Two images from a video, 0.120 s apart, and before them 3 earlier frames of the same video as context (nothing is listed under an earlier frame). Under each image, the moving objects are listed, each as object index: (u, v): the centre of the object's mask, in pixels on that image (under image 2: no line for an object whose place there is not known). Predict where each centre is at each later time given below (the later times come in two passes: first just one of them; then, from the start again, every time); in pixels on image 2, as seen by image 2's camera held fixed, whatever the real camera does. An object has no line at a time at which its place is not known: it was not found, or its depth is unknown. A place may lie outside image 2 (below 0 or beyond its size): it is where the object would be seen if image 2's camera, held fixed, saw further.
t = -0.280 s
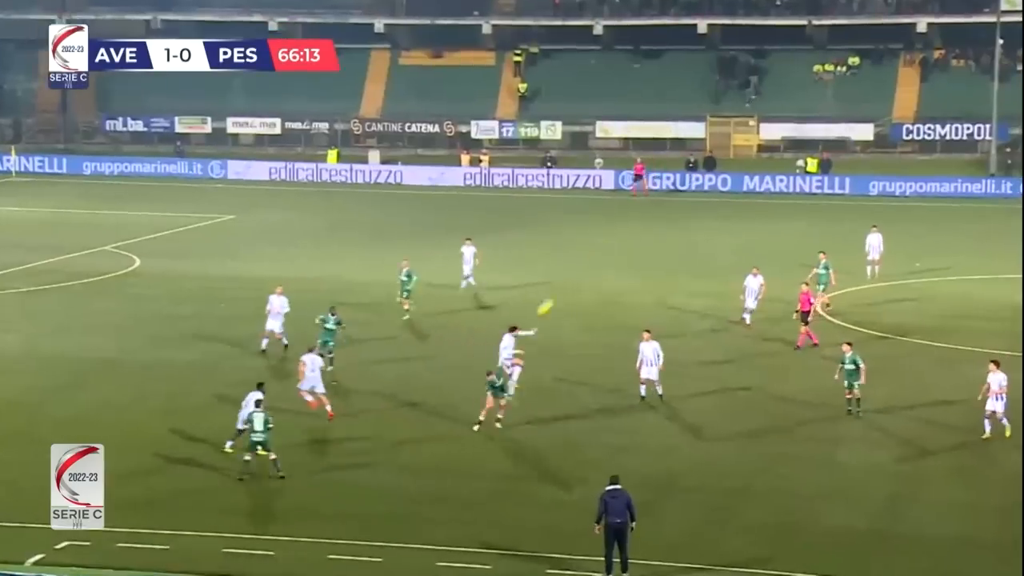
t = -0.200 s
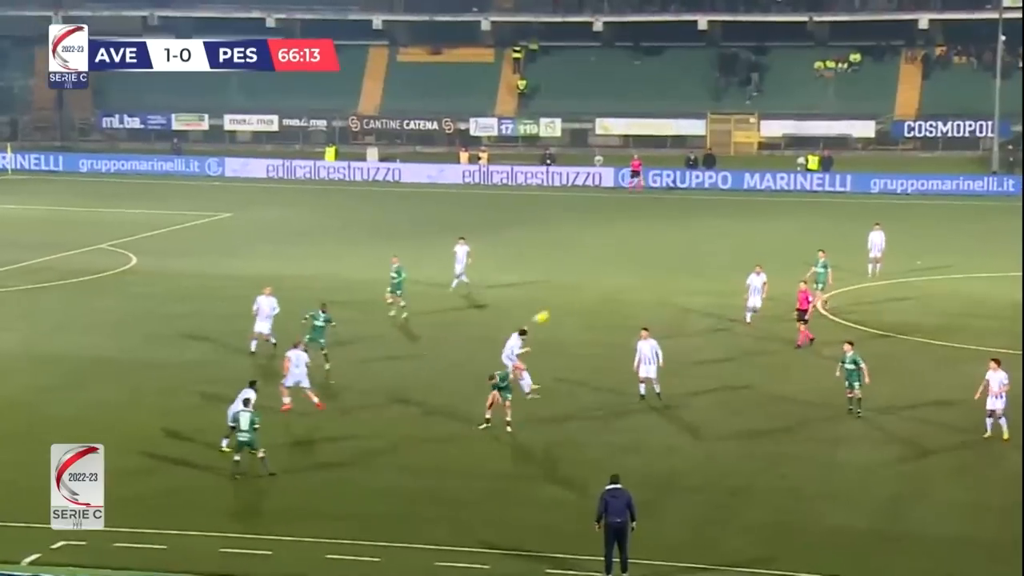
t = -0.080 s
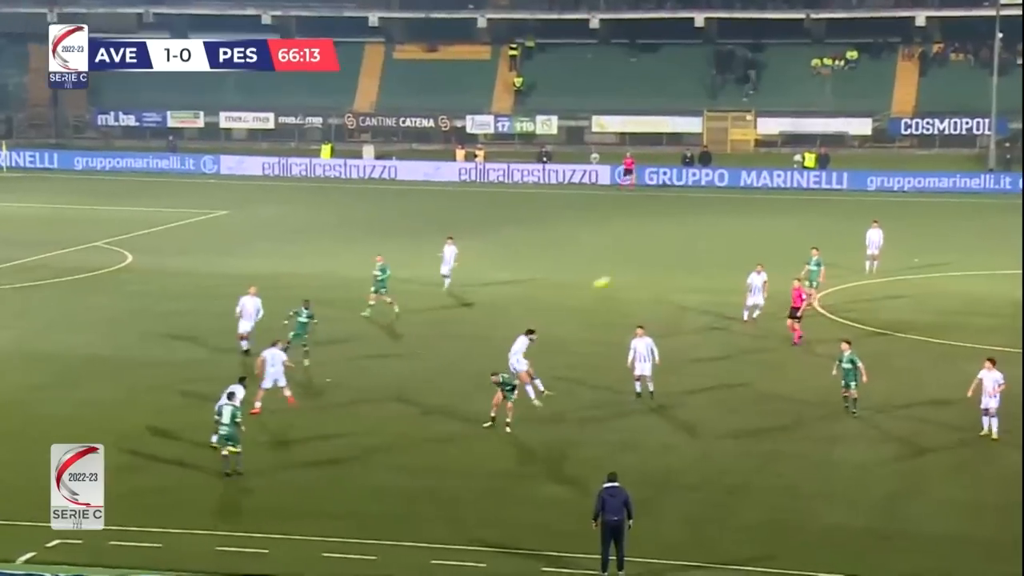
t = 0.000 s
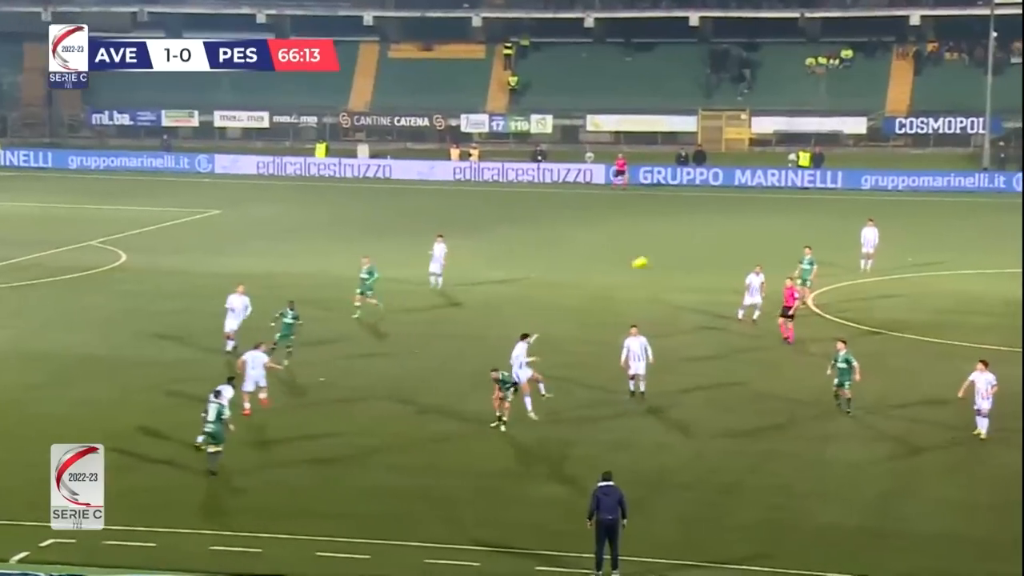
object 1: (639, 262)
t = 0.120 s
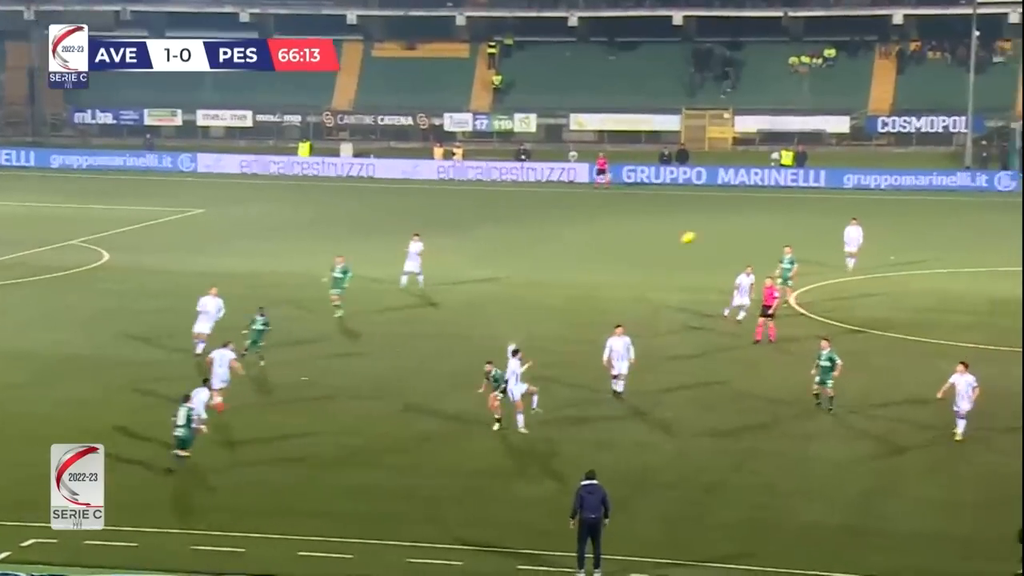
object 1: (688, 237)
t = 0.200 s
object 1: (728, 224)
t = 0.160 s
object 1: (708, 231)
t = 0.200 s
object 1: (728, 224)
